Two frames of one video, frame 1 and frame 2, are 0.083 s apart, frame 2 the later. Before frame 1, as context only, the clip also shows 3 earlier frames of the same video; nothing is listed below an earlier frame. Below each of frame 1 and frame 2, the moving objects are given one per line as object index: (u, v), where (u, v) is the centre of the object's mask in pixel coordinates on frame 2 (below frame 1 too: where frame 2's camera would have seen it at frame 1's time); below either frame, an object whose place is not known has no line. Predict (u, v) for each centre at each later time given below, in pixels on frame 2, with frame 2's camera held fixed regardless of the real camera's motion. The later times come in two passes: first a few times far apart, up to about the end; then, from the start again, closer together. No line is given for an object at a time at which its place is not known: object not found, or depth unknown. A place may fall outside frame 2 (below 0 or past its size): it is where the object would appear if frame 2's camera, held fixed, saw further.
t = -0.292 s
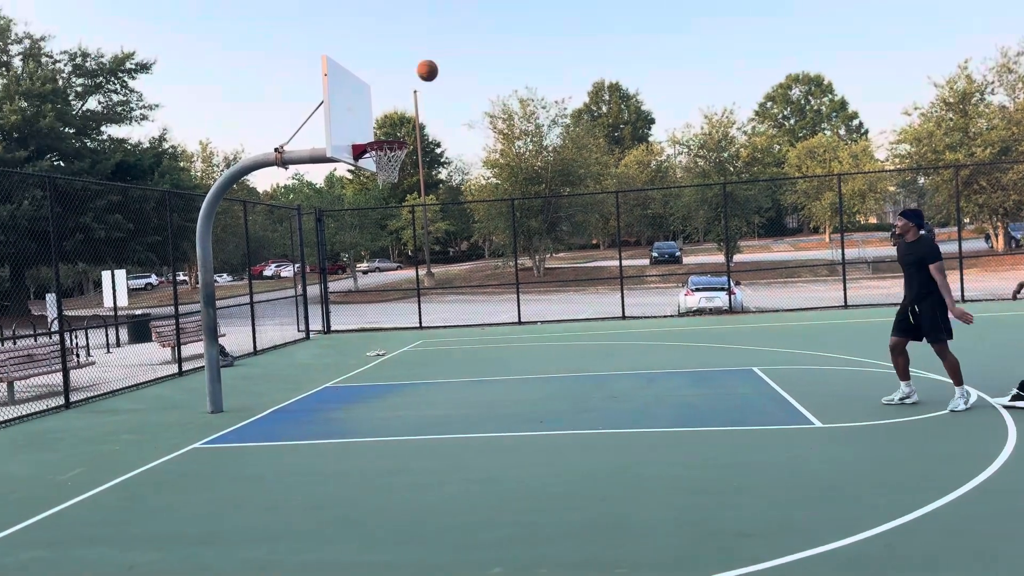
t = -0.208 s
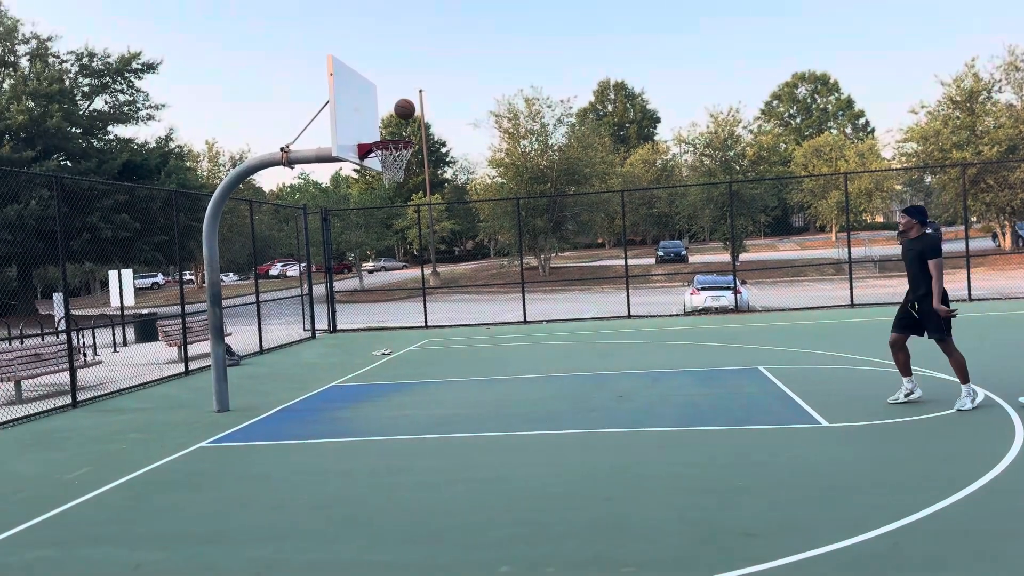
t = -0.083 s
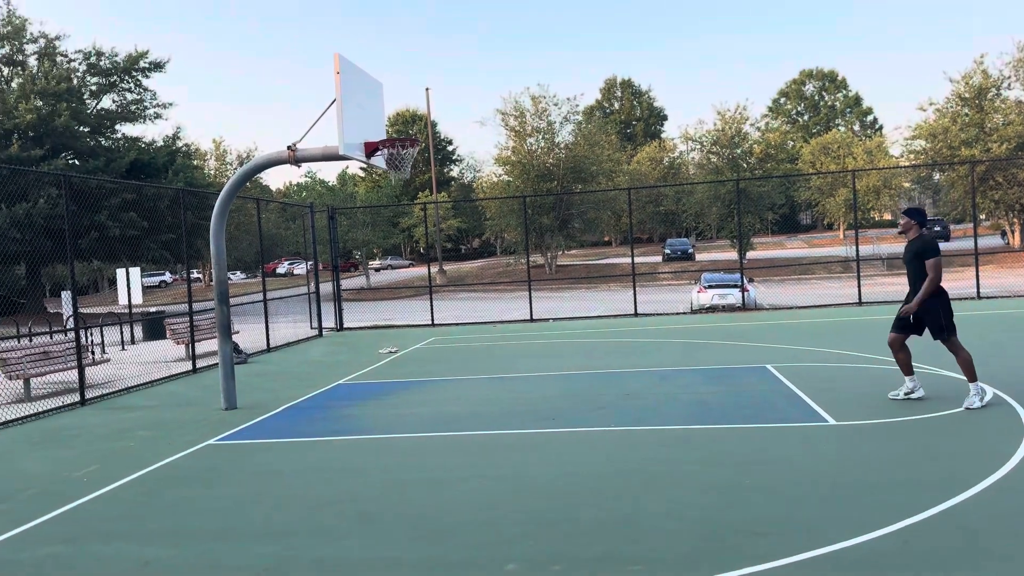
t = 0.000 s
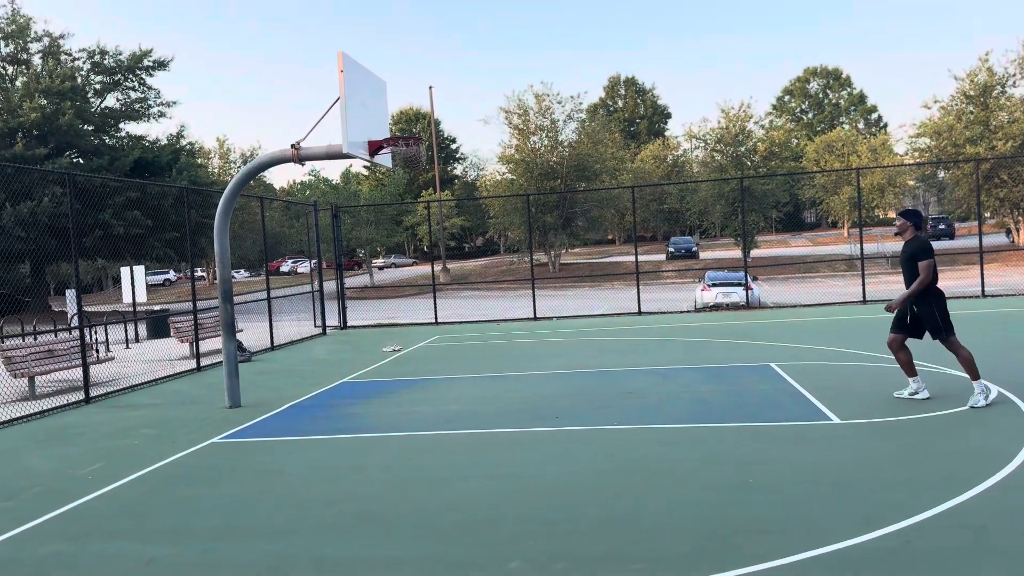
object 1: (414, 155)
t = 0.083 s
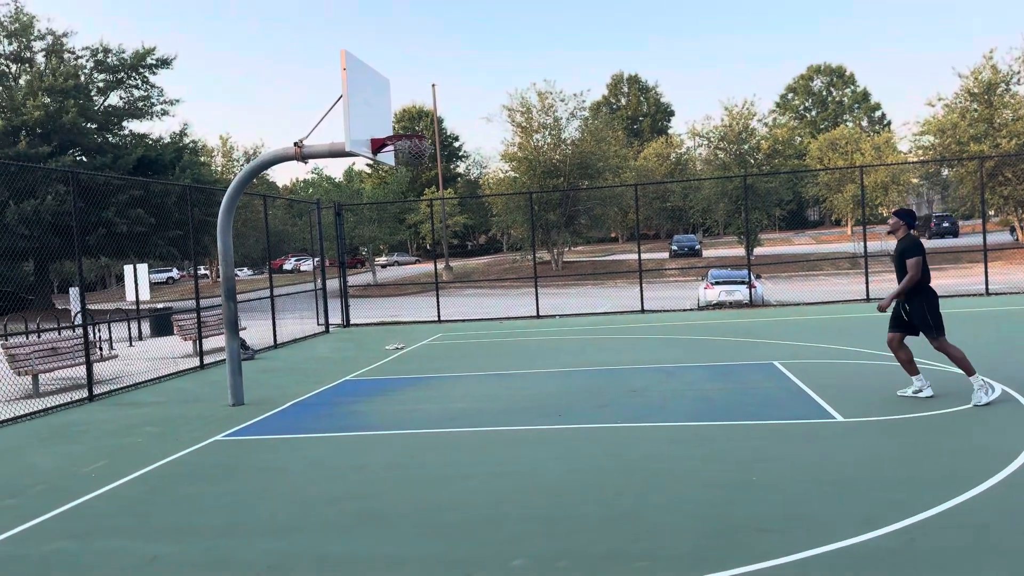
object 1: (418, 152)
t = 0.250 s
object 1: (410, 165)
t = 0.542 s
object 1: (390, 192)
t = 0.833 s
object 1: (380, 282)
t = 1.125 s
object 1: (374, 357)
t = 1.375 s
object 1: (374, 278)
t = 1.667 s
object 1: (379, 253)
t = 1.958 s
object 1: (388, 296)
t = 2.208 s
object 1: (397, 386)
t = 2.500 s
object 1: (395, 310)
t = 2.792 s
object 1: (394, 299)
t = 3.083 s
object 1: (399, 356)
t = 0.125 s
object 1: (417, 153)
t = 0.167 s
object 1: (419, 153)
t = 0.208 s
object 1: (416, 157)
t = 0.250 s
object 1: (410, 165)
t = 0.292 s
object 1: (409, 173)
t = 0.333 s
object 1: (403, 174)
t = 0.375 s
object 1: (398, 174)
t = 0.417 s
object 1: (396, 175)
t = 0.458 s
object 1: (394, 178)
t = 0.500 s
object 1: (392, 184)
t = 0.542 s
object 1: (390, 192)
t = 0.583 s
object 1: (388, 200)
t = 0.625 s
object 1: (387, 210)
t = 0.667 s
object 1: (385, 222)
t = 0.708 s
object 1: (384, 235)
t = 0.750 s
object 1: (382, 249)
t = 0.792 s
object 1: (381, 265)
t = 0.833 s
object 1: (380, 282)
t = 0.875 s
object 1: (379, 301)
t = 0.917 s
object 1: (378, 321)
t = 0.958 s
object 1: (377, 342)
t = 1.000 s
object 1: (376, 365)
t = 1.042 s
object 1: (375, 389)
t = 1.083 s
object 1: (375, 376)
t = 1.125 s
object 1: (374, 357)
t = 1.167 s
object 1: (374, 340)
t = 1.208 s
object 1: (374, 326)
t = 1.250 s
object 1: (373, 311)
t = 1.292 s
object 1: (374, 299)
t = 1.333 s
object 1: (375, 288)
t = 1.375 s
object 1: (374, 278)
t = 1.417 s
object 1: (375, 271)
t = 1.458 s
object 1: (375, 264)
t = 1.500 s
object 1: (375, 259)
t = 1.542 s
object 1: (377, 255)
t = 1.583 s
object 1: (377, 253)
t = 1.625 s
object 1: (378, 252)
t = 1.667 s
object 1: (379, 253)
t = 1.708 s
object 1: (380, 255)
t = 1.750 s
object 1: (381, 258)
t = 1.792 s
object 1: (383, 263)
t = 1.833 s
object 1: (384, 270)
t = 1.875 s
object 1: (386, 276)
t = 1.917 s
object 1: (387, 286)
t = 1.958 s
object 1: (388, 296)
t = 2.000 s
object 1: (389, 308)
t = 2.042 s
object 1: (391, 321)
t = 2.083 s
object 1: (392, 335)
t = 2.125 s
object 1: (394, 351)
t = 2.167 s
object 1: (396, 368)
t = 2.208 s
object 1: (397, 386)
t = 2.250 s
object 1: (397, 375)
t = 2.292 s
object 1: (396, 360)
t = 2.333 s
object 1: (396, 347)
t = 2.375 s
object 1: (395, 336)
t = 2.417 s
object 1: (395, 326)
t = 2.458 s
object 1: (395, 317)
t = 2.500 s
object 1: (395, 310)
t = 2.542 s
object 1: (394, 304)
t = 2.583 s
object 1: (394, 300)
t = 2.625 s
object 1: (393, 297)
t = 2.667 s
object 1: (393, 295)
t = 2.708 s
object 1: (394, 295)
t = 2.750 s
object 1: (394, 297)
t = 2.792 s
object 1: (394, 299)
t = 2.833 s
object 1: (395, 303)
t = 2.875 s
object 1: (395, 309)
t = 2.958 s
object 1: (396, 323)
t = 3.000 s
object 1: (397, 333)
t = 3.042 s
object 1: (398, 343)
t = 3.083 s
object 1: (399, 356)
